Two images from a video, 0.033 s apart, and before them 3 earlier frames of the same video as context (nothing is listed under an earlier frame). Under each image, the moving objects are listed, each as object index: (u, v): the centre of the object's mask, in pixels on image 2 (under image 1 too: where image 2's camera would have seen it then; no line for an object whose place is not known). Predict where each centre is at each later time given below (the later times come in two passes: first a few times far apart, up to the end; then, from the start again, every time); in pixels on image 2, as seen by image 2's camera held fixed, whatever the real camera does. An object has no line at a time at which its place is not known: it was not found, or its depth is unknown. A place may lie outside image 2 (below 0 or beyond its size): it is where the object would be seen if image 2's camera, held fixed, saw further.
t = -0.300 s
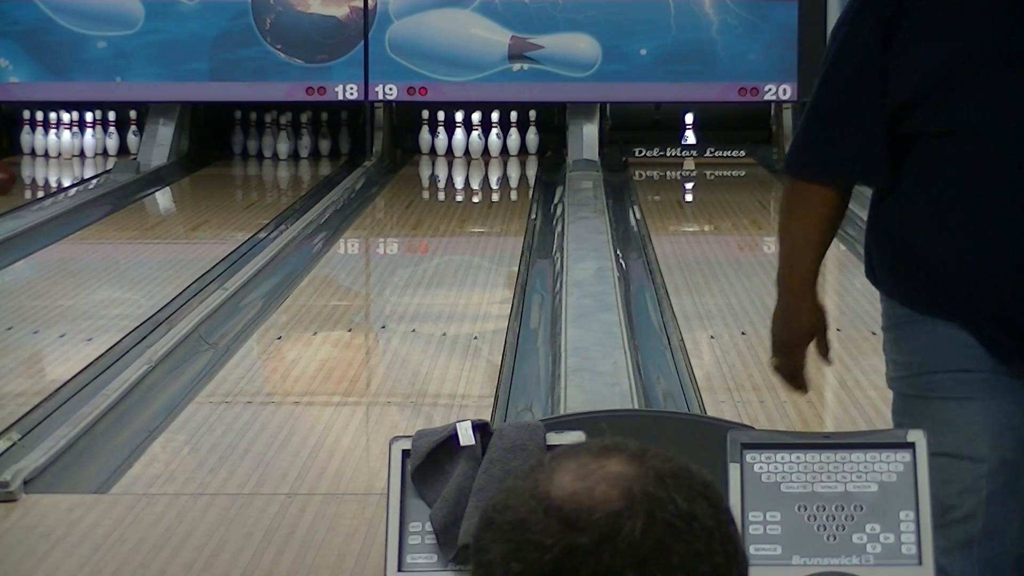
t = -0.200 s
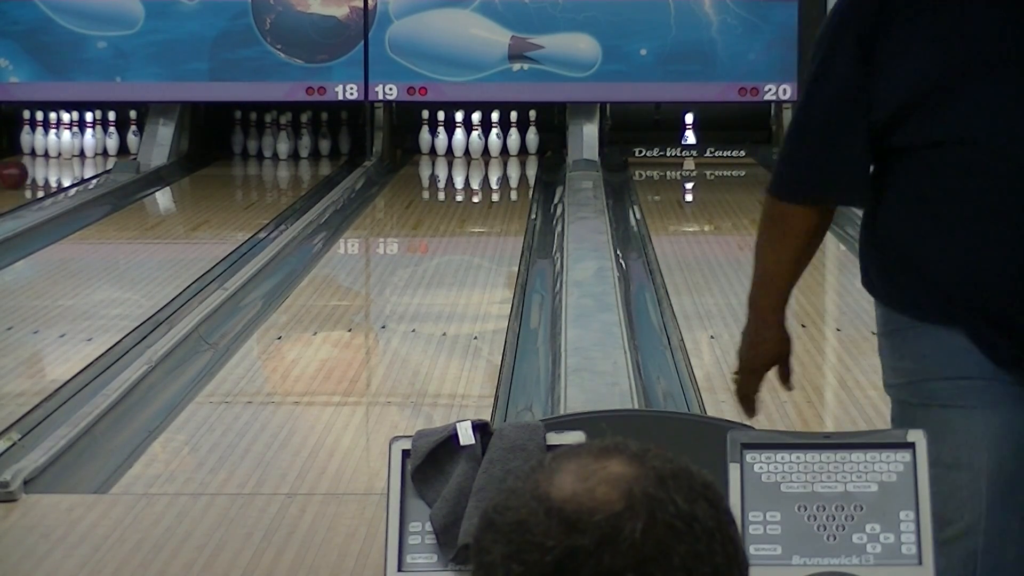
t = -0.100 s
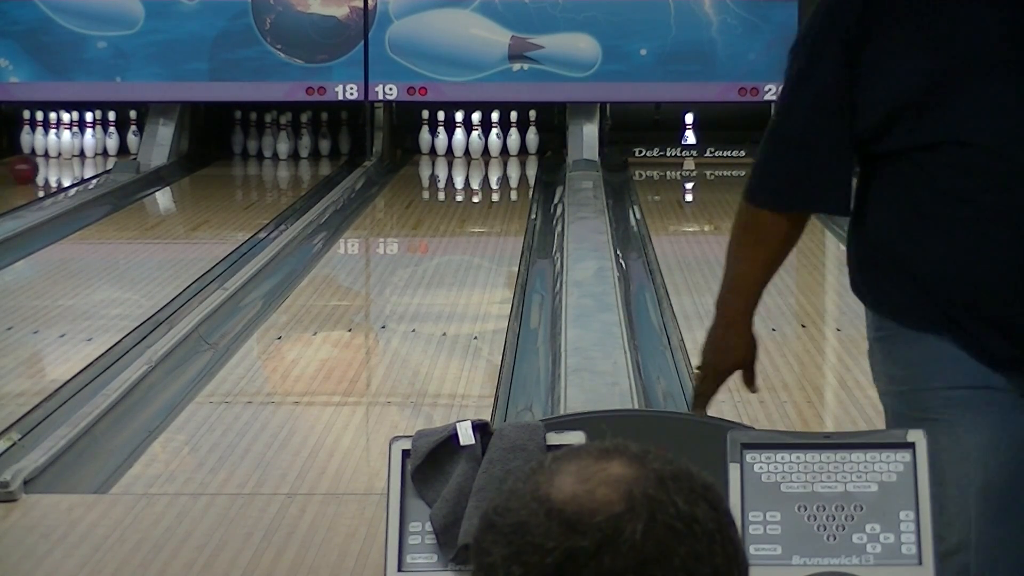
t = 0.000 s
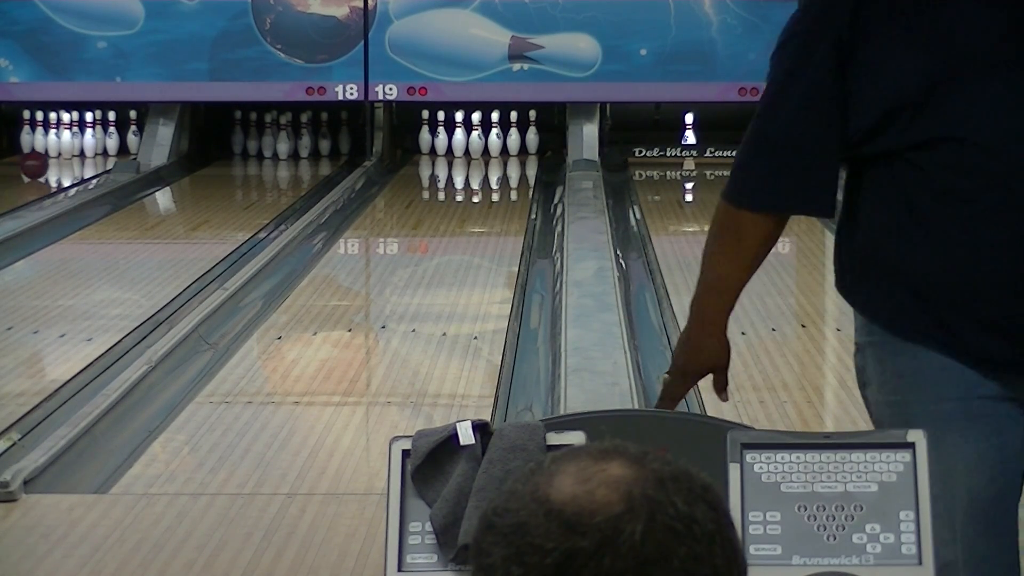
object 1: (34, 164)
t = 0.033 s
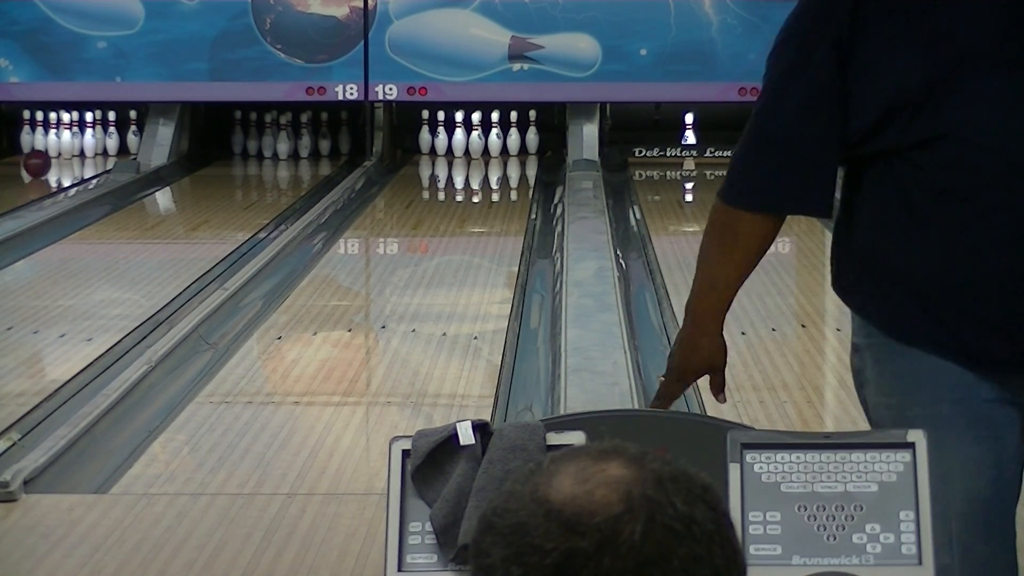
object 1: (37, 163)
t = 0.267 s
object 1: (56, 154)
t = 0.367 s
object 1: (62, 151)
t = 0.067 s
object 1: (40, 162)
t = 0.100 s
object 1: (43, 161)
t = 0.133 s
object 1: (45, 159)
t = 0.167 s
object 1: (48, 158)
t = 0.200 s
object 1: (51, 157)
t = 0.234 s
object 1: (54, 156)
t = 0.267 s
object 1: (56, 154)
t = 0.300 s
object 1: (58, 153)
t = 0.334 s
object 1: (59, 152)
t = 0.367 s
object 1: (62, 151)
